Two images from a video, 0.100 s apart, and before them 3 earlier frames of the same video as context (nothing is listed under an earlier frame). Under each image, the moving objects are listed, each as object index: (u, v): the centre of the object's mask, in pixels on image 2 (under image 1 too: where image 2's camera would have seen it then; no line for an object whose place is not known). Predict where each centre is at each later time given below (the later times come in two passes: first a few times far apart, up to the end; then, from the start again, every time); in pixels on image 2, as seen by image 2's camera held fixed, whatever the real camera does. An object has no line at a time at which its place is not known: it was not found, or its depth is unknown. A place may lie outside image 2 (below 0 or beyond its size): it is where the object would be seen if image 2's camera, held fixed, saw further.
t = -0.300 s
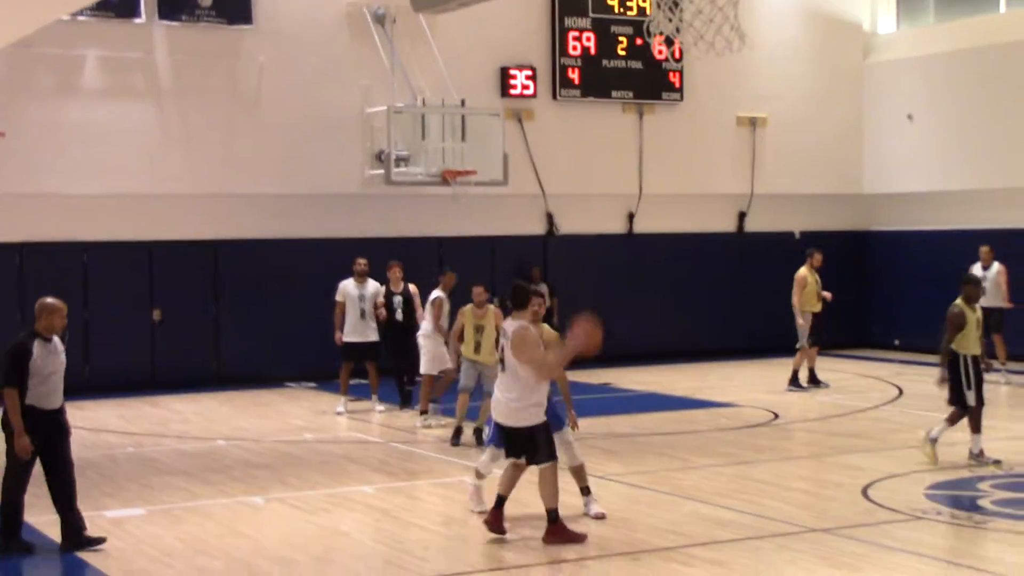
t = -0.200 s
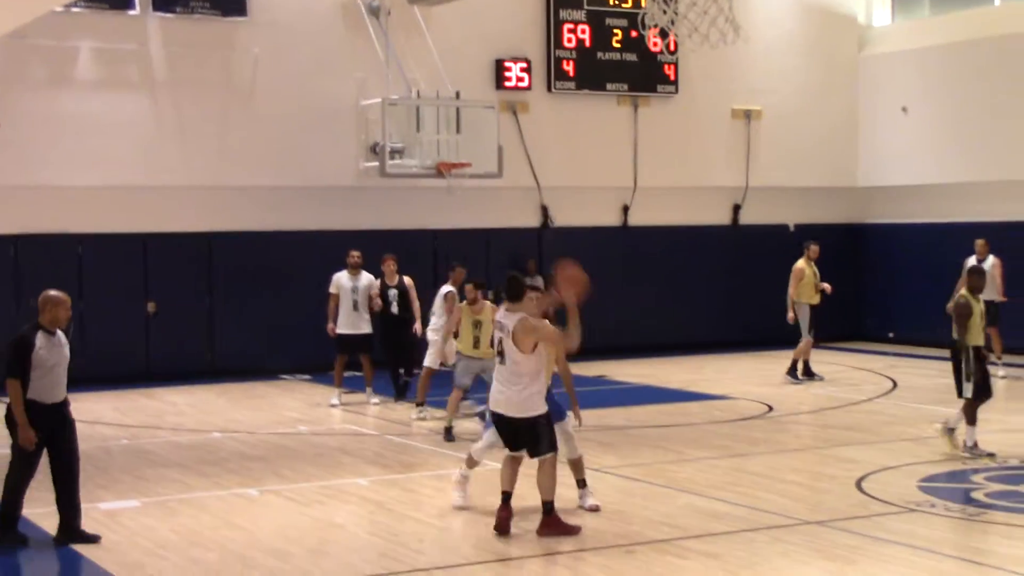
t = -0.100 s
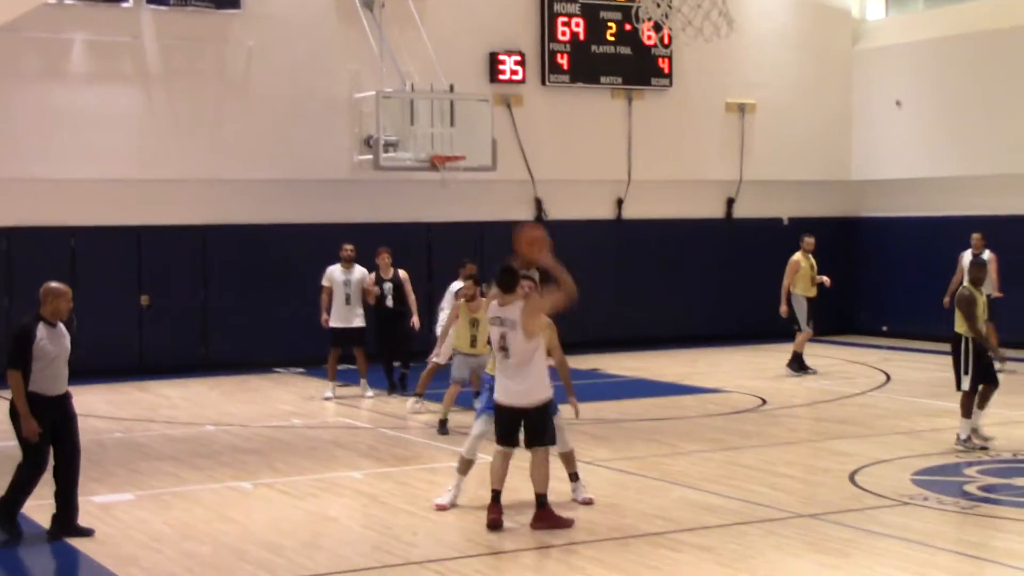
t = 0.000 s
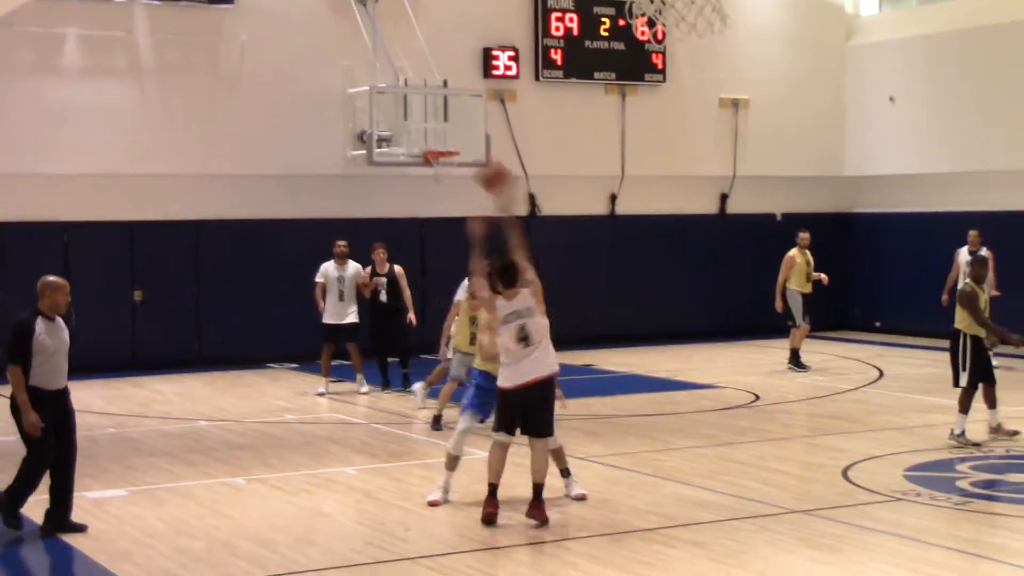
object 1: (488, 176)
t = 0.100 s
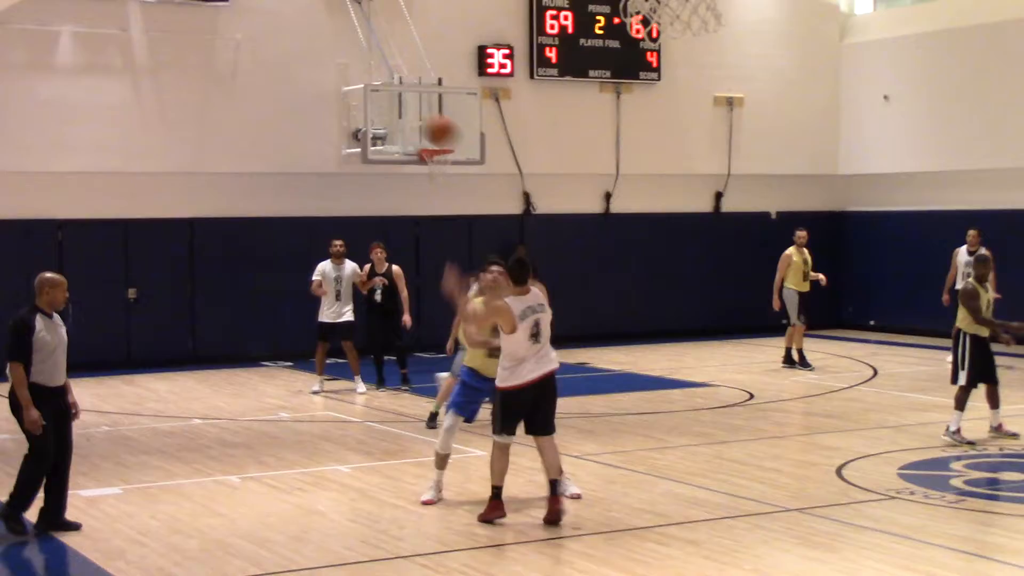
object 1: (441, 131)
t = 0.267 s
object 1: (372, 93)
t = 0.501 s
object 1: (296, 92)
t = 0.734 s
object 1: (238, 138)
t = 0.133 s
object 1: (425, 121)
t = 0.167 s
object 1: (410, 111)
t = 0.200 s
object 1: (396, 102)
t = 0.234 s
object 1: (384, 96)
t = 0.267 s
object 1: (372, 93)
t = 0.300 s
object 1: (360, 89)
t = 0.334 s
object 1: (347, 87)
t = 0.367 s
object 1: (336, 85)
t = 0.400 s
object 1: (326, 85)
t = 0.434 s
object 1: (316, 86)
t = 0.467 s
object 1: (306, 88)
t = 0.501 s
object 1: (296, 92)
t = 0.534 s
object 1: (287, 95)
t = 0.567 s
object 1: (278, 100)
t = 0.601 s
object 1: (270, 106)
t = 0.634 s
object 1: (262, 113)
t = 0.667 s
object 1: (254, 121)
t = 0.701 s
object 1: (246, 129)
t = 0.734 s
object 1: (238, 138)
